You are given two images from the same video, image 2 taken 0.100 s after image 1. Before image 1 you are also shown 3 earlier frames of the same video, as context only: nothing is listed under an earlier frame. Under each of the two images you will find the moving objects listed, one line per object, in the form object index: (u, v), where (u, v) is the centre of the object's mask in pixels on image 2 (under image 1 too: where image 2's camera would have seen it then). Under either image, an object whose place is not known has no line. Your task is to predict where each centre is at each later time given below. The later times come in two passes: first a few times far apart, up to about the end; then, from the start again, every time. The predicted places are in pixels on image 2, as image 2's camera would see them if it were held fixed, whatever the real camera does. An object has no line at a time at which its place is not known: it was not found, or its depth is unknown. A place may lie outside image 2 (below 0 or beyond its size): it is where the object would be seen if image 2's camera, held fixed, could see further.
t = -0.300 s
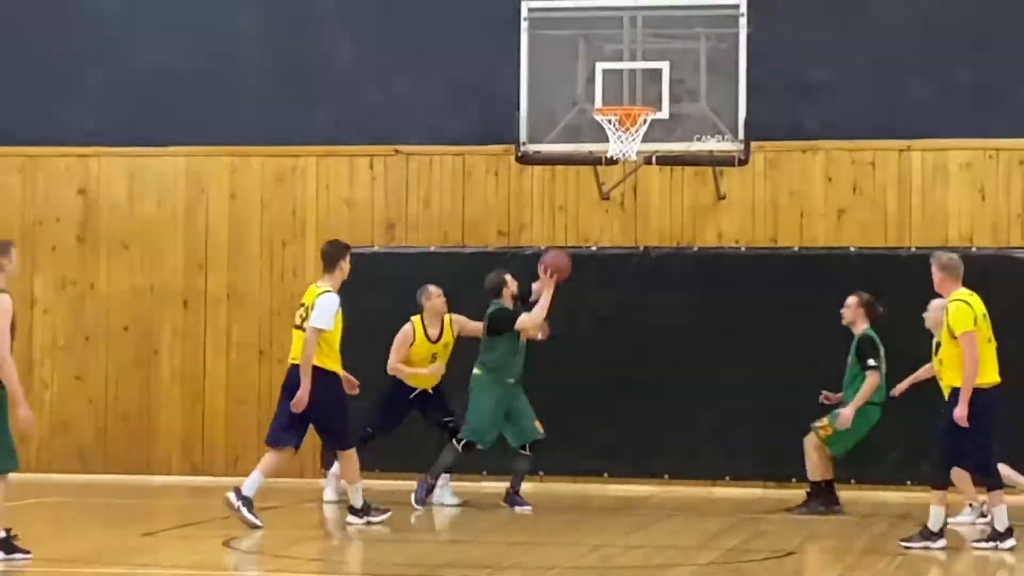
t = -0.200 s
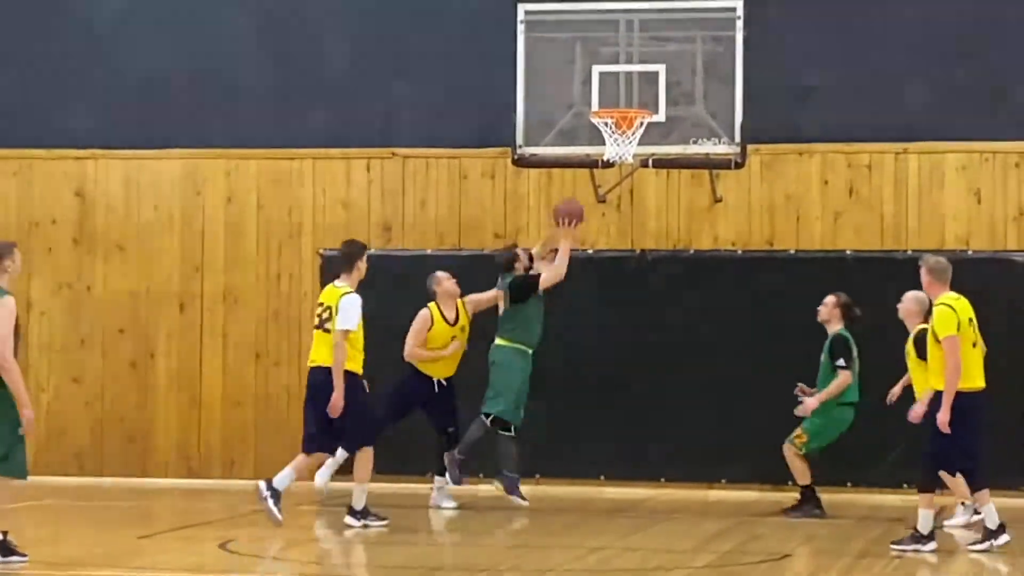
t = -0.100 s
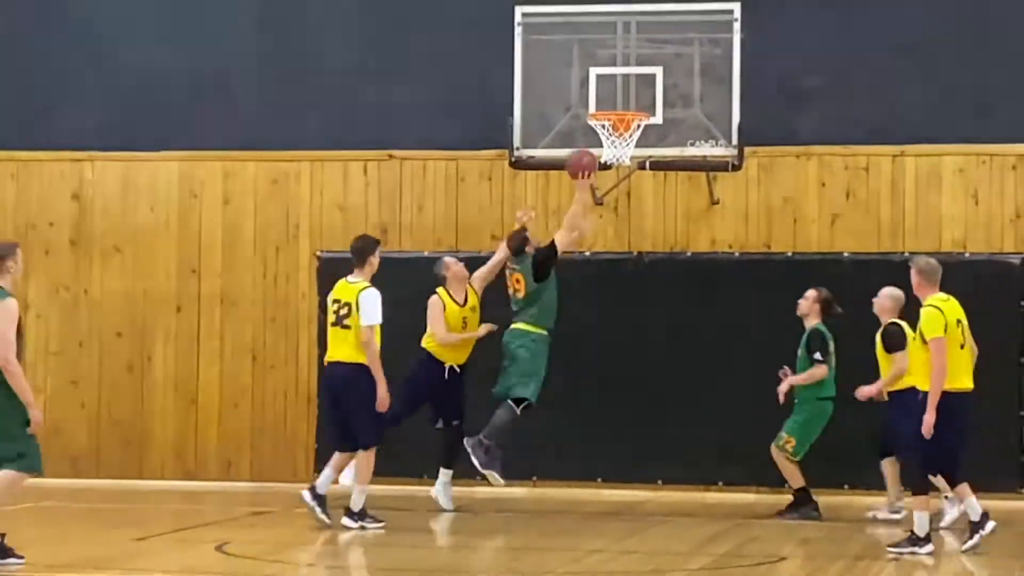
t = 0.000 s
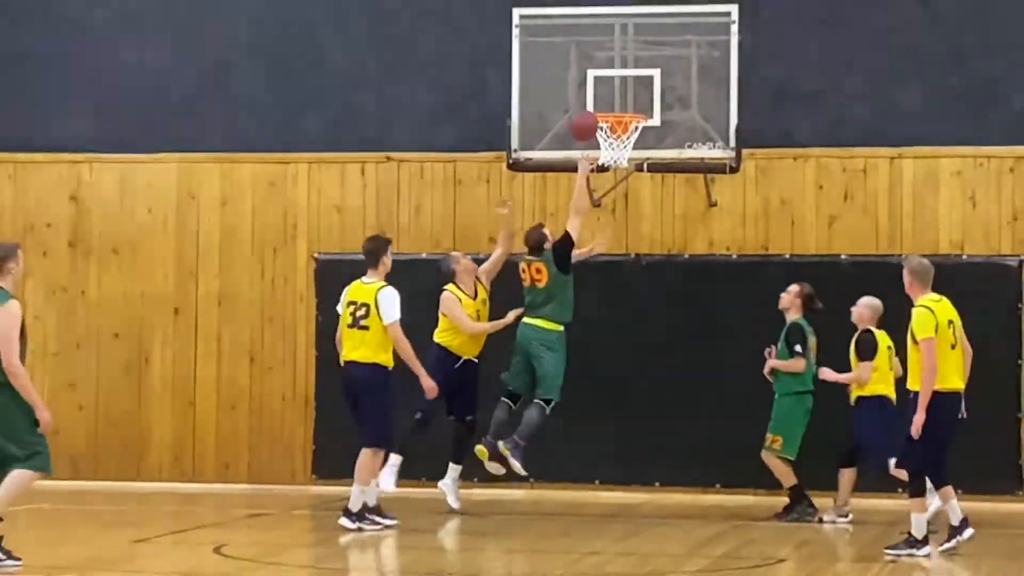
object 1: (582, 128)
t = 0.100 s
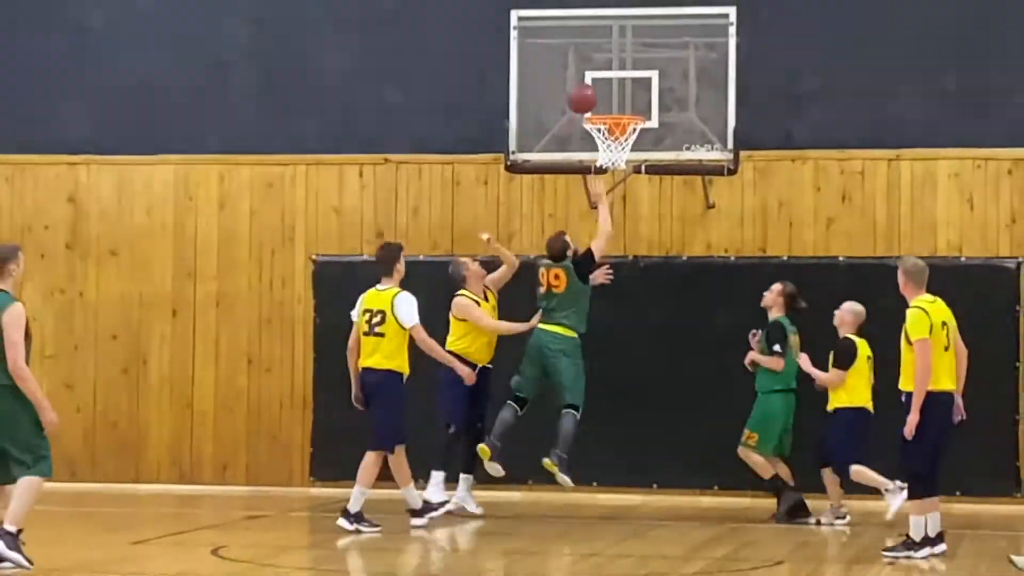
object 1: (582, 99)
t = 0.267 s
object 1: (585, 80)
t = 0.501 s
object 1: (589, 102)
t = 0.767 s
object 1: (615, 103)
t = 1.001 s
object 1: (635, 103)
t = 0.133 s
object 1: (582, 93)
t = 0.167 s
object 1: (583, 87)
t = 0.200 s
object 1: (583, 83)
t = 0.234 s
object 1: (584, 81)
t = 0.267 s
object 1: (585, 80)
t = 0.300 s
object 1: (584, 80)
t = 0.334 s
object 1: (585, 83)
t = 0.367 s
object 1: (585, 86)
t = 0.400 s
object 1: (586, 90)
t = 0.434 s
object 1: (585, 97)
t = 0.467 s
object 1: (586, 103)
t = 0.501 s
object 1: (589, 102)
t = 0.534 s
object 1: (590, 100)
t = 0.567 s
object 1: (592, 99)
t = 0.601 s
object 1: (597, 98)
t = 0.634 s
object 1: (600, 100)
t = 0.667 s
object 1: (604, 103)
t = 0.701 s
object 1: (605, 104)
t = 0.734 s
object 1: (609, 105)
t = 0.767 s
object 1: (615, 103)
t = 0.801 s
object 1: (620, 103)
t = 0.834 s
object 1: (624, 105)
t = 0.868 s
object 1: (628, 105)
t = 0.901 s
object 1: (629, 105)
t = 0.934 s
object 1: (630, 104)
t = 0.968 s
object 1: (632, 104)
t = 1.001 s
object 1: (635, 103)
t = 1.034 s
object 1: (634, 104)
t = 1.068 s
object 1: (634, 104)
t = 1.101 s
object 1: (634, 103)
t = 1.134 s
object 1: (632, 104)
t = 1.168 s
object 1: (631, 104)
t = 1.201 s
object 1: (629, 104)
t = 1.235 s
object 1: (626, 105)
